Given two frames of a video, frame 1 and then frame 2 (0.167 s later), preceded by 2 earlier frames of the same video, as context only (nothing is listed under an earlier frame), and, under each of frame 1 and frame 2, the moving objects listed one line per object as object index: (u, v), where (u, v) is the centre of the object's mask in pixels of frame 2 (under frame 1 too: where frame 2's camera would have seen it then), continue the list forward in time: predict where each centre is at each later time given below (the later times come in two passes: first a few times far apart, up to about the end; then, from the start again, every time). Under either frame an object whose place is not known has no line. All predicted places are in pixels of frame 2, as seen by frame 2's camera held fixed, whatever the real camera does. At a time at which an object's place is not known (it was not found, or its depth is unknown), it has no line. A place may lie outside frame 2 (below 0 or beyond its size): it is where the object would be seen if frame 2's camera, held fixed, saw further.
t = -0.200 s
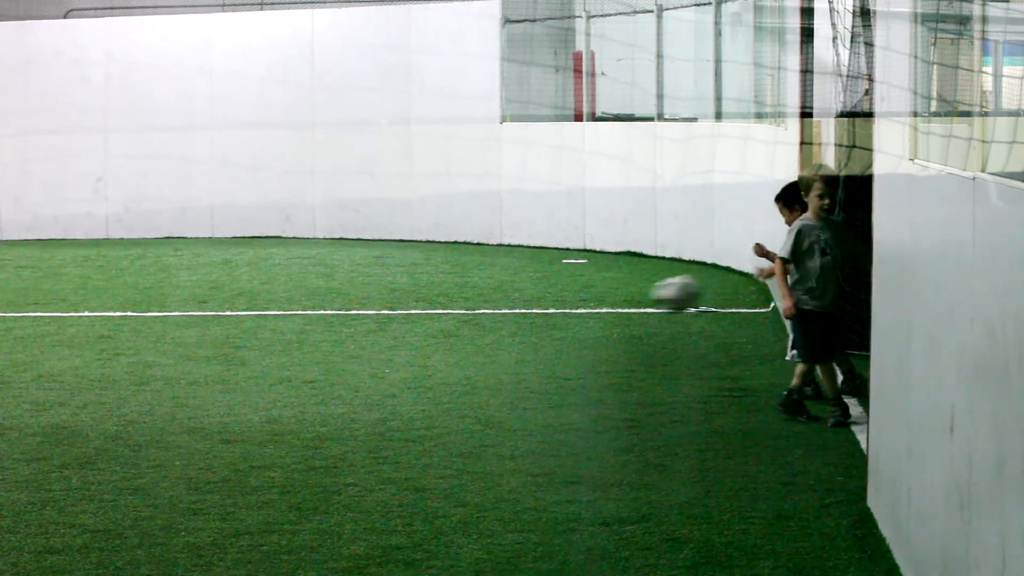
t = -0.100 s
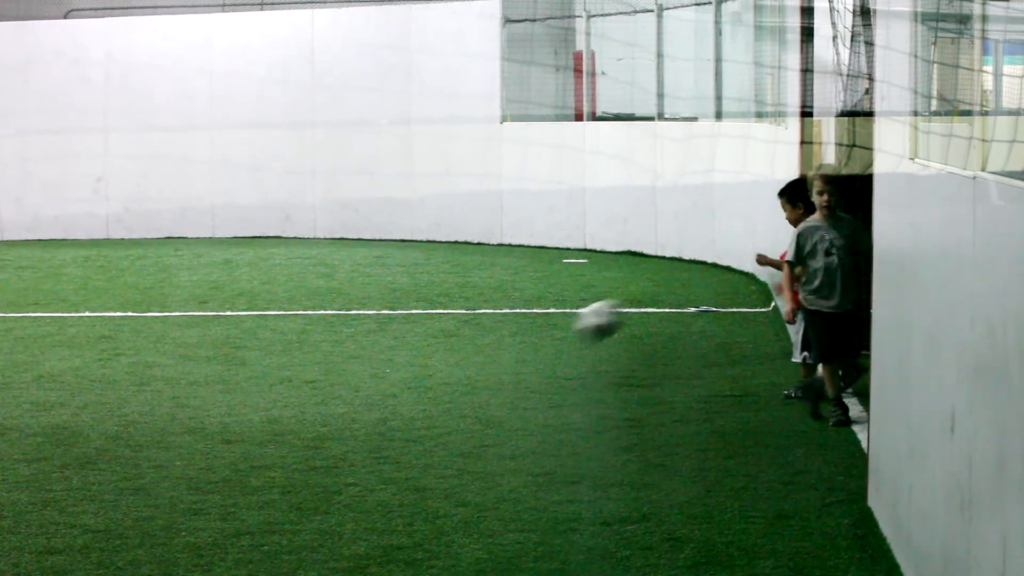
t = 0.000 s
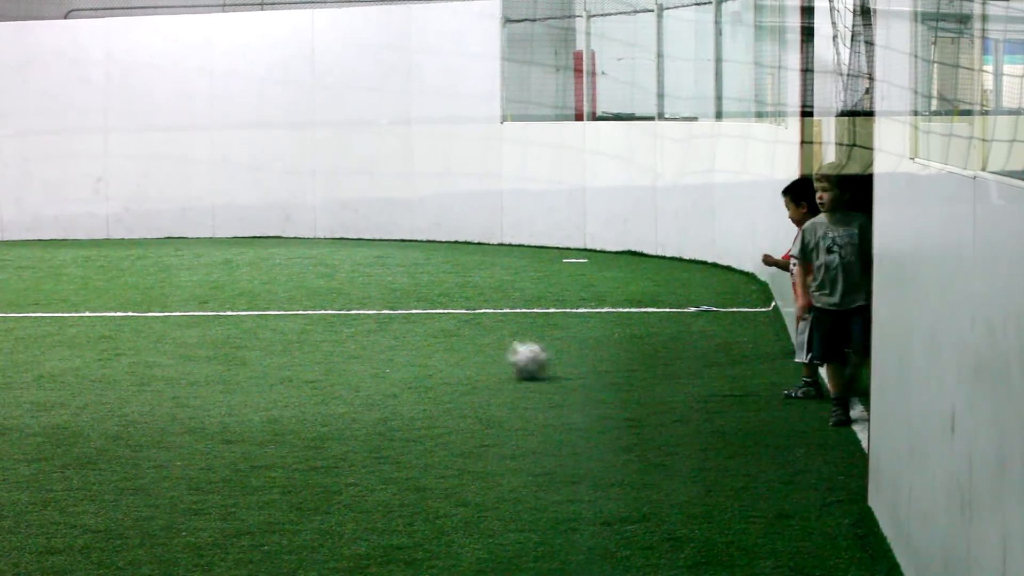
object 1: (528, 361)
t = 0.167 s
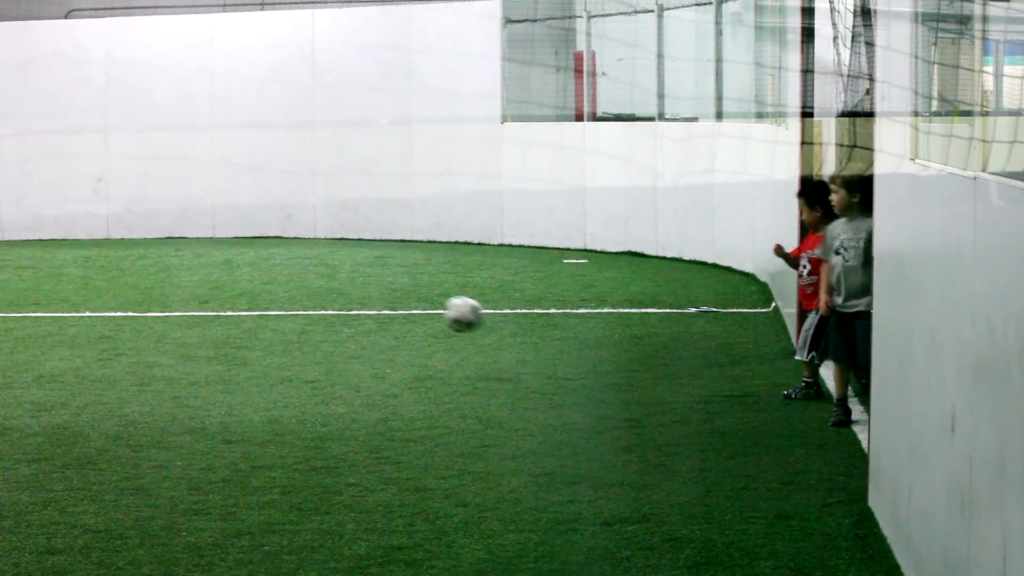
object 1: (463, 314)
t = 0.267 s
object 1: (426, 310)
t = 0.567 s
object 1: (316, 332)
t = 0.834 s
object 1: (216, 341)
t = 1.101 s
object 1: (120, 341)
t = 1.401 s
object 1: (20, 337)
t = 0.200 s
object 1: (452, 311)
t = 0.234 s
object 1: (439, 309)
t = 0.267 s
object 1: (426, 310)
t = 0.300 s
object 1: (414, 313)
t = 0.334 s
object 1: (402, 318)
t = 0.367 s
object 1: (391, 324)
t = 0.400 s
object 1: (380, 333)
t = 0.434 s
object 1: (368, 344)
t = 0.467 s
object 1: (355, 352)
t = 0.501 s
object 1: (341, 344)
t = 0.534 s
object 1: (329, 337)
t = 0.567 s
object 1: (316, 332)
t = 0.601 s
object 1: (303, 329)
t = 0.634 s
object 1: (291, 329)
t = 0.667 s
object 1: (278, 330)
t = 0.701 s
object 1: (266, 332)
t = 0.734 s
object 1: (253, 337)
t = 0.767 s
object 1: (240, 345)
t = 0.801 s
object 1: (228, 345)
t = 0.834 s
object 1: (216, 341)
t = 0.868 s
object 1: (203, 338)
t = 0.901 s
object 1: (191, 338)
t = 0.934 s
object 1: (179, 340)
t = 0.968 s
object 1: (167, 344)
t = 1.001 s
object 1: (154, 341)
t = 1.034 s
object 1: (142, 338)
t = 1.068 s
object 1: (131, 338)
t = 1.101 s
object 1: (120, 341)
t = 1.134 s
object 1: (109, 341)
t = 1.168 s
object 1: (96, 338)
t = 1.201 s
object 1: (86, 338)
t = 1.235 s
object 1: (74, 339)
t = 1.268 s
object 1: (63, 339)
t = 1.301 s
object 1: (52, 338)
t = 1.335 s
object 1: (41, 339)
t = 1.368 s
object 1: (30, 338)
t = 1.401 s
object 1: (20, 337)
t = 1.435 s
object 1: (9, 338)
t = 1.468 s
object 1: (1, 336)
